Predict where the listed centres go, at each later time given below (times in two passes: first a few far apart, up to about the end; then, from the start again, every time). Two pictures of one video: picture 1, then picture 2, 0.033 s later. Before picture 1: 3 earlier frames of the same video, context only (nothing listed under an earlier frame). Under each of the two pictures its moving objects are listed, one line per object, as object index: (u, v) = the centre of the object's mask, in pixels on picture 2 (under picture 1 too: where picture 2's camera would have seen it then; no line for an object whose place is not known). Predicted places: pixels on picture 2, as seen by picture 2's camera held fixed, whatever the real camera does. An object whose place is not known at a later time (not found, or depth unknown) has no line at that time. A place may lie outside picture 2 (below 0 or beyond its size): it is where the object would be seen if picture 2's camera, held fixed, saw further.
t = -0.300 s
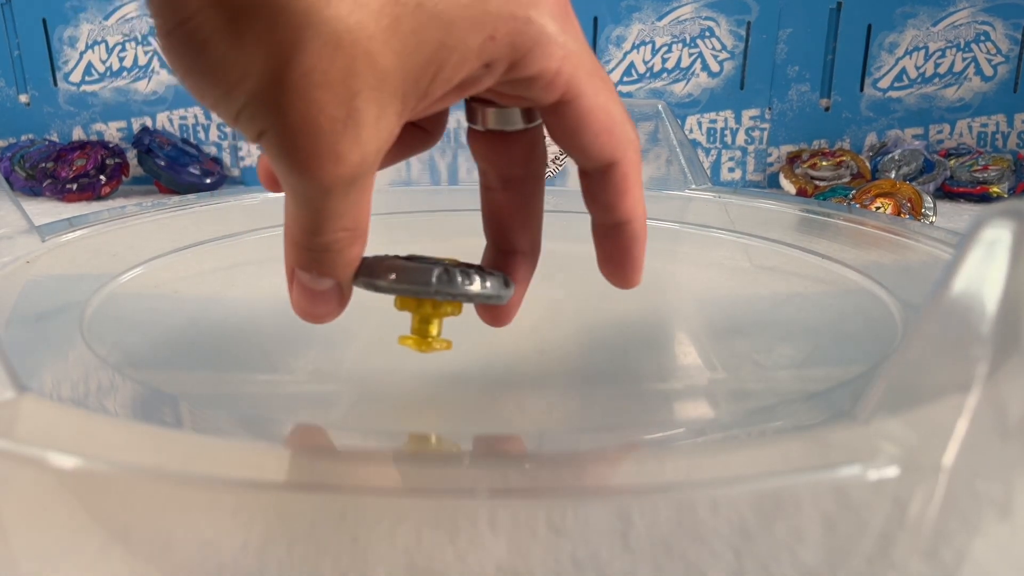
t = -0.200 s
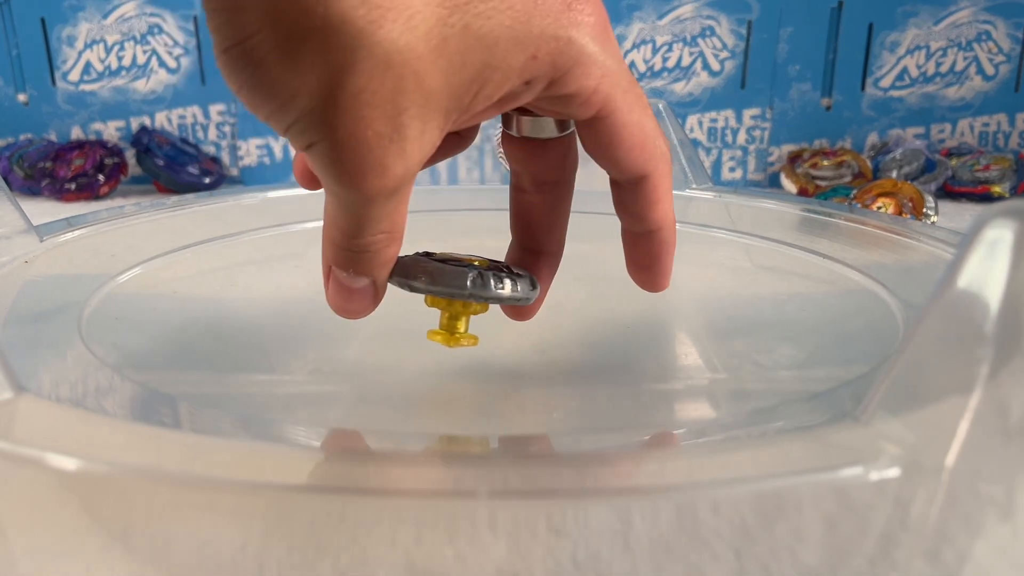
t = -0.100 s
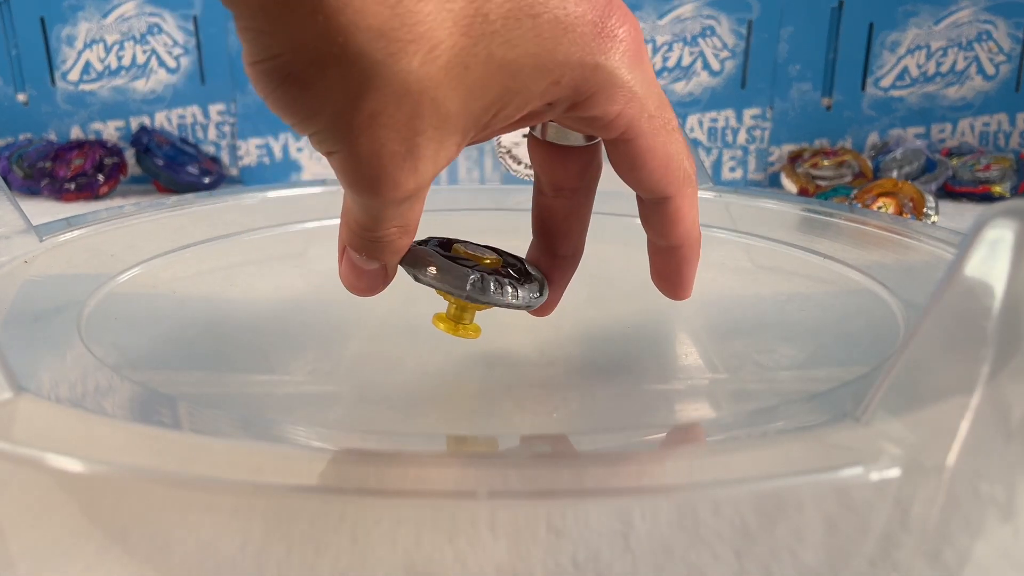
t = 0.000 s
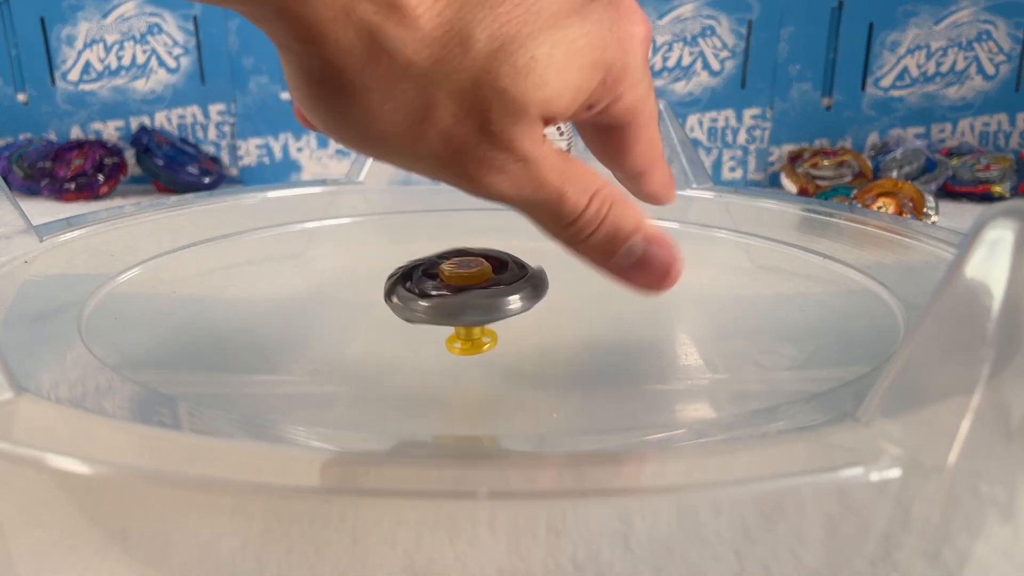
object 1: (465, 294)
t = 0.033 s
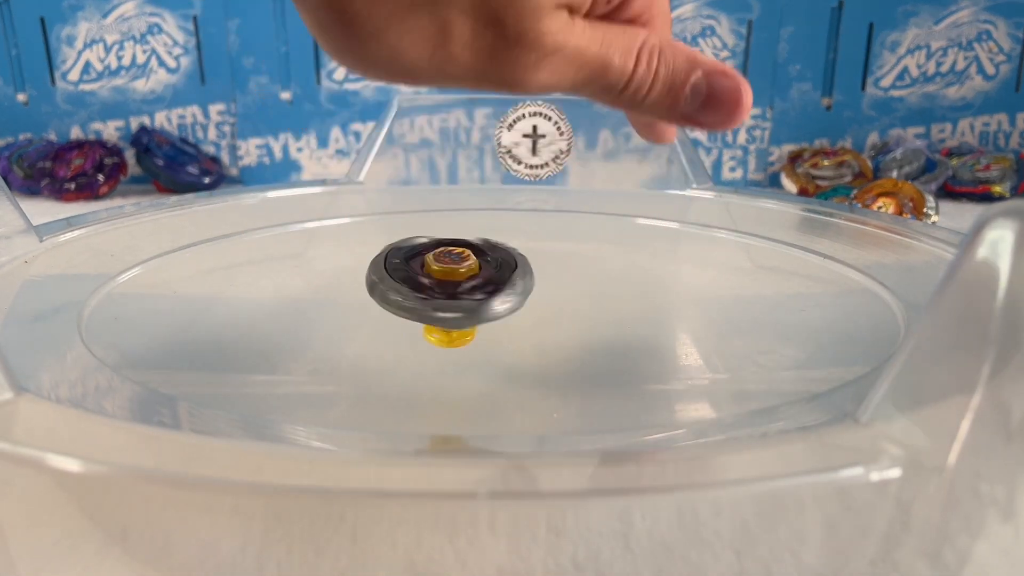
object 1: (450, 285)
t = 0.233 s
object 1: (361, 306)
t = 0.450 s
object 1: (374, 301)
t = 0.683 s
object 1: (412, 299)
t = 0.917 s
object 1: (459, 291)
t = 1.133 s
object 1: (497, 281)
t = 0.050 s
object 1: (441, 296)
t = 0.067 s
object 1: (434, 313)
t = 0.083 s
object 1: (424, 314)
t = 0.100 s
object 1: (413, 304)
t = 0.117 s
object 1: (405, 301)
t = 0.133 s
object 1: (393, 309)
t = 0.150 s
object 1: (382, 321)
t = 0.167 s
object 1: (379, 308)
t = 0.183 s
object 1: (372, 302)
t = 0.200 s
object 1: (367, 304)
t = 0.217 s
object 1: (365, 314)
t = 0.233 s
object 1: (361, 306)
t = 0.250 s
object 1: (361, 306)
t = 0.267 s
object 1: (361, 308)
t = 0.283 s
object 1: (359, 305)
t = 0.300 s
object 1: (359, 305)
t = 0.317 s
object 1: (360, 305)
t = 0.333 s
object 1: (359, 304)
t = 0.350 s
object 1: (362, 303)
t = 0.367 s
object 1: (364, 303)
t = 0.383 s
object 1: (364, 302)
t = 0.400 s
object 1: (368, 301)
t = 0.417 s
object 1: (370, 302)
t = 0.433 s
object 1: (370, 301)
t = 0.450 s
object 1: (374, 301)
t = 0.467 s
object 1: (375, 301)
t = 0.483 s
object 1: (376, 301)
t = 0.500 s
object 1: (381, 301)
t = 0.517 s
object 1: (382, 301)
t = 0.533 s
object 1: (384, 301)
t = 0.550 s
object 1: (389, 300)
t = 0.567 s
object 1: (390, 300)
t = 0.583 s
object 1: (392, 300)
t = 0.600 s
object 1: (398, 300)
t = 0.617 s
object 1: (399, 299)
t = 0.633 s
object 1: (402, 300)
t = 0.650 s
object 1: (407, 299)
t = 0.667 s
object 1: (409, 299)
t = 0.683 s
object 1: (412, 299)
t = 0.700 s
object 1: (417, 298)
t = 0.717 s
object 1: (419, 298)
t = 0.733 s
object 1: (423, 298)
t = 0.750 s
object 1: (428, 297)
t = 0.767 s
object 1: (430, 297)
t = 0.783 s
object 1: (433, 297)
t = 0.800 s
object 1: (438, 296)
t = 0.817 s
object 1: (439, 295)
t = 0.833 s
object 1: (443, 295)
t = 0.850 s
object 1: (447, 294)
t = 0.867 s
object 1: (449, 294)
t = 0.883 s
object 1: (454, 293)
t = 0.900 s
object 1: (457, 292)
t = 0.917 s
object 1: (459, 291)
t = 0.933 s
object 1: (464, 291)
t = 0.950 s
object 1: (466, 290)
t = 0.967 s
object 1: (468, 289)
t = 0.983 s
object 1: (474, 288)
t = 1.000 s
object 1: (475, 288)
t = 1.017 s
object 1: (477, 287)
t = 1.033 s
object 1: (483, 286)
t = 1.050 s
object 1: (483, 285)
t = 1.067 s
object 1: (485, 284)
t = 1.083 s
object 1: (491, 283)
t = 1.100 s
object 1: (491, 283)
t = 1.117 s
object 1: (492, 282)
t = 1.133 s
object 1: (497, 281)
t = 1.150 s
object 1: (497, 280)
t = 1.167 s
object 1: (498, 279)
